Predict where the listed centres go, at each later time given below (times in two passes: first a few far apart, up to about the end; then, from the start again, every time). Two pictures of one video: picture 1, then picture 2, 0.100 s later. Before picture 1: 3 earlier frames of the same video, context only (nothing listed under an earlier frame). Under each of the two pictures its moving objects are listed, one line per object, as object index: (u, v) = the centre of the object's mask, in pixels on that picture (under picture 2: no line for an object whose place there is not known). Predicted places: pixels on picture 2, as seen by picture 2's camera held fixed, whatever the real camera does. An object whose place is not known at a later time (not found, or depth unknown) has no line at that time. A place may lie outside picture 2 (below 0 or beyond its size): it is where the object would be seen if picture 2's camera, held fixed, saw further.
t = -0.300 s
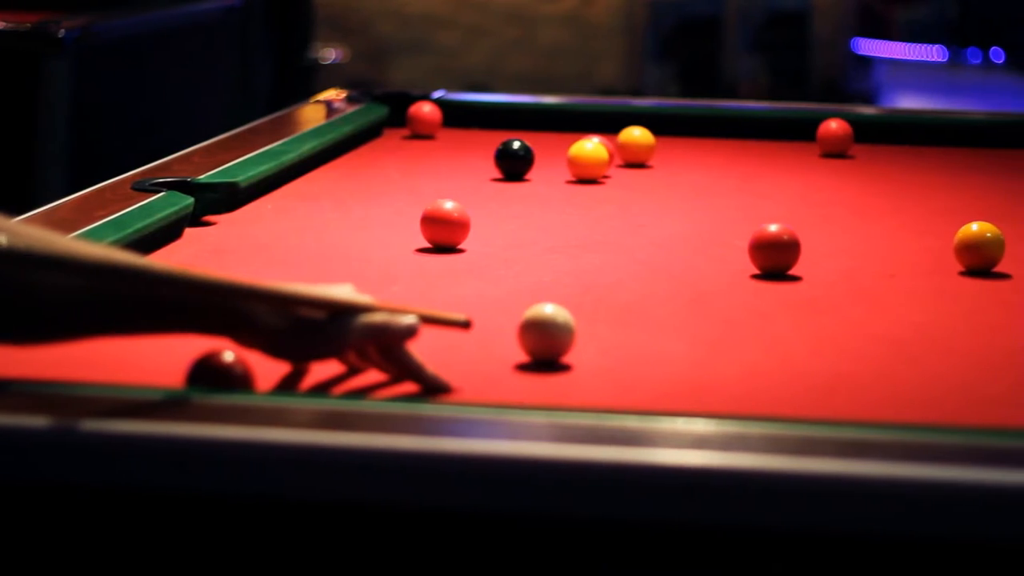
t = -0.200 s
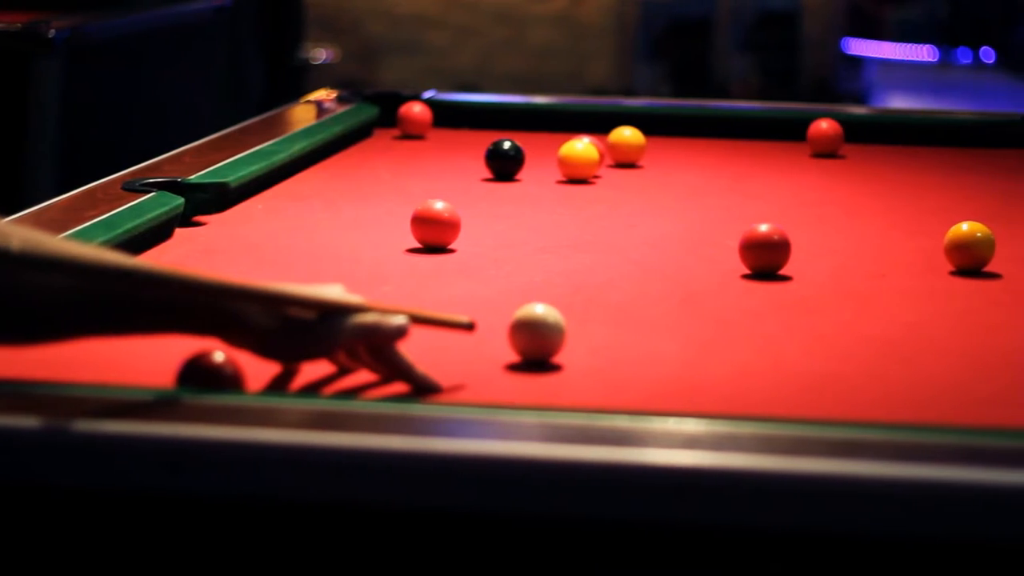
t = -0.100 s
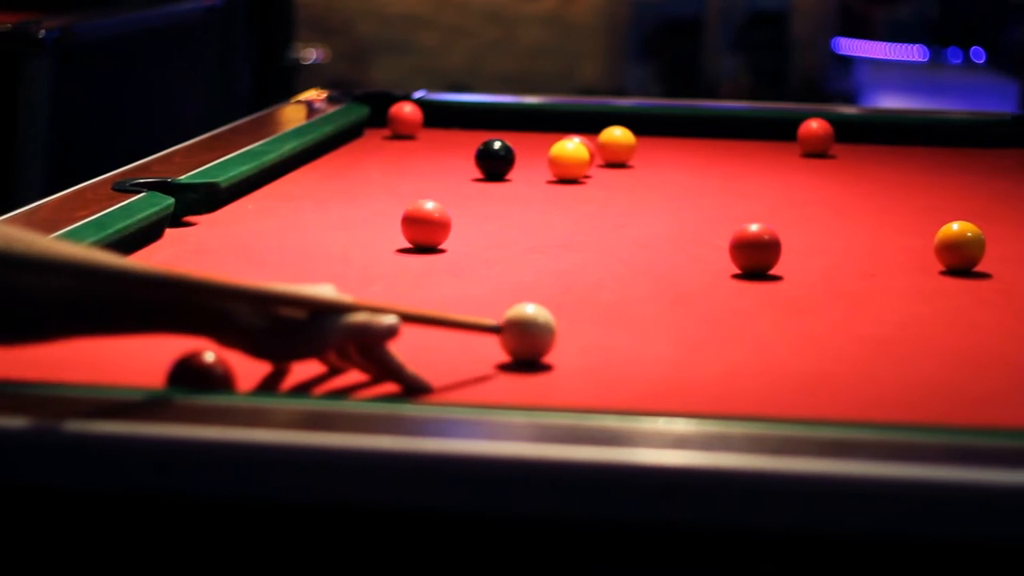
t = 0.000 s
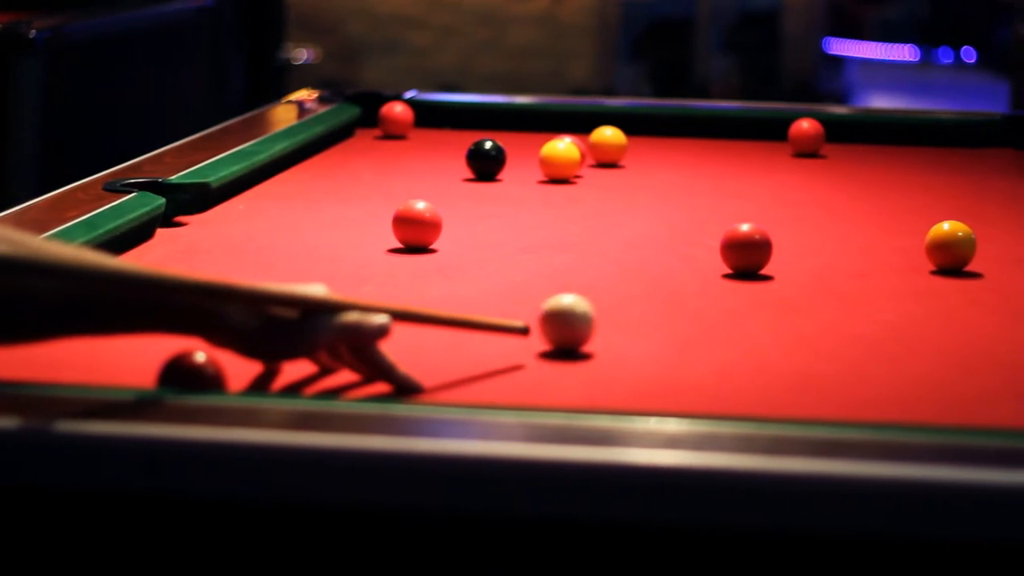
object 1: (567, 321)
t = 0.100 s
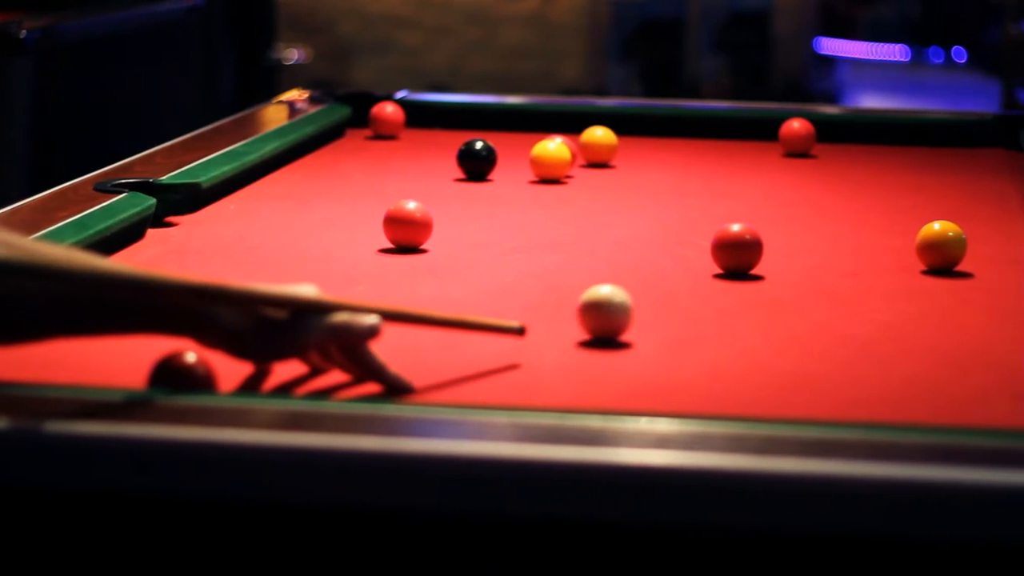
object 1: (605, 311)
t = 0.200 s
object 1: (648, 302)
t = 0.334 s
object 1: (701, 291)
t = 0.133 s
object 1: (620, 308)
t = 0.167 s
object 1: (634, 305)
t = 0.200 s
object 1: (648, 302)
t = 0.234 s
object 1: (662, 299)
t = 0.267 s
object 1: (675, 297)
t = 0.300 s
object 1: (688, 293)
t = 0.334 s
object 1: (701, 291)
